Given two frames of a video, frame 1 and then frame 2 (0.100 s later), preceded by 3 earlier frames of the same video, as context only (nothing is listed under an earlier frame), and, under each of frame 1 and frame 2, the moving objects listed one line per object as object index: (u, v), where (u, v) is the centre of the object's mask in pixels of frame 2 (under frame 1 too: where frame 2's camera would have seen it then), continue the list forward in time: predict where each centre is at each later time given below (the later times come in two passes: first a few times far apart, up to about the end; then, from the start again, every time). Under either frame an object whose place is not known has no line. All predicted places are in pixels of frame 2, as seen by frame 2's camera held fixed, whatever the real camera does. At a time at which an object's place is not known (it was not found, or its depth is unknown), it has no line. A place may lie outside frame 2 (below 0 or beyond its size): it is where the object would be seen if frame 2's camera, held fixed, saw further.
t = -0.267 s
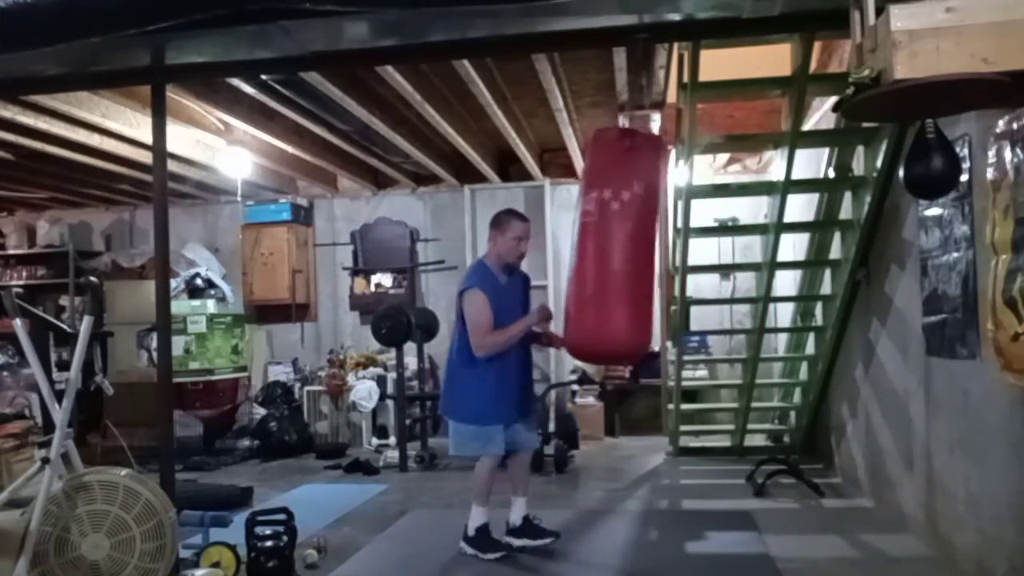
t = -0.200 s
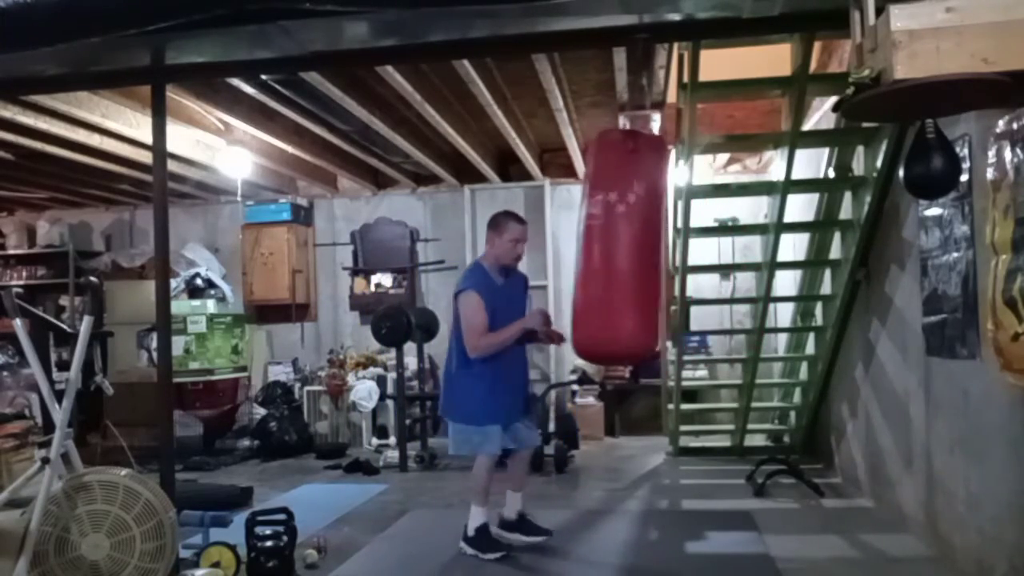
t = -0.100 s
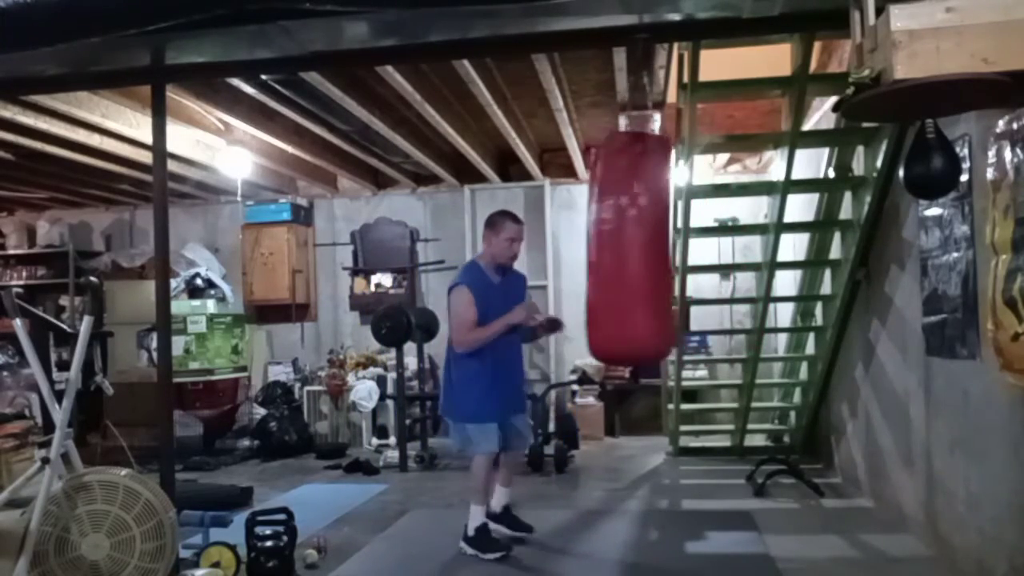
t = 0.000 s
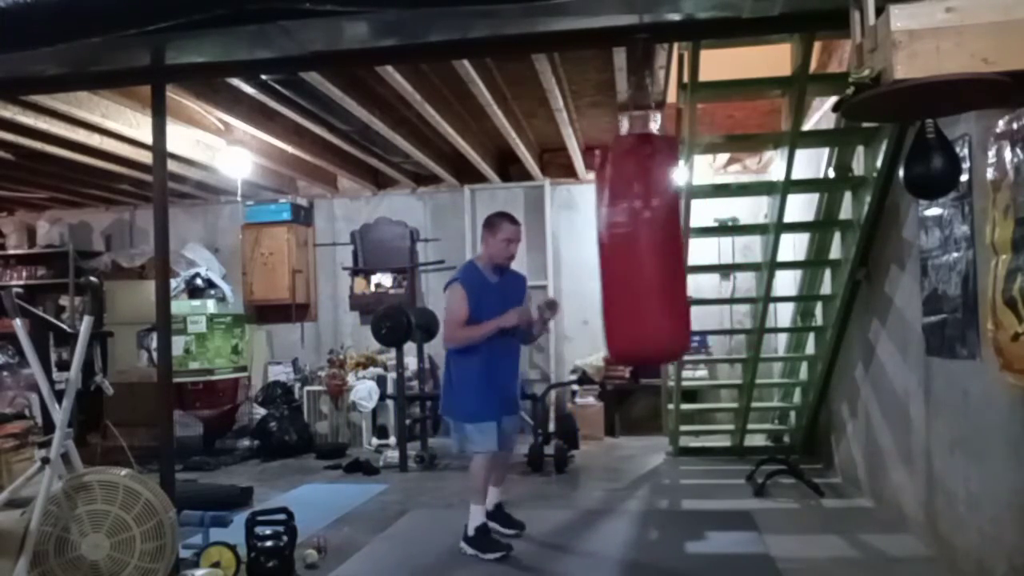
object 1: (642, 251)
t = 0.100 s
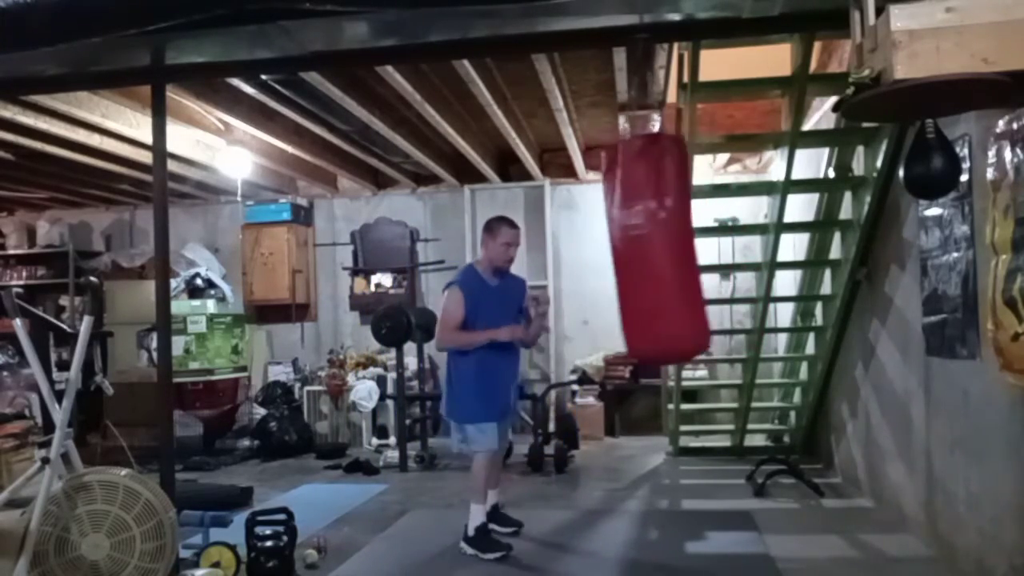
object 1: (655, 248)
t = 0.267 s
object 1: (674, 246)
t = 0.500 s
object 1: (694, 246)
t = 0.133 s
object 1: (659, 248)
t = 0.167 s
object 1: (663, 248)
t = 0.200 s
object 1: (667, 248)
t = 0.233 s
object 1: (671, 246)
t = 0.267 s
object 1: (674, 246)
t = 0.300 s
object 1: (679, 246)
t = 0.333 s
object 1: (682, 246)
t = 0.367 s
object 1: (685, 246)
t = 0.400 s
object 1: (688, 246)
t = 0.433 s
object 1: (690, 246)
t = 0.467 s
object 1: (692, 246)
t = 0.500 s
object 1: (694, 246)
